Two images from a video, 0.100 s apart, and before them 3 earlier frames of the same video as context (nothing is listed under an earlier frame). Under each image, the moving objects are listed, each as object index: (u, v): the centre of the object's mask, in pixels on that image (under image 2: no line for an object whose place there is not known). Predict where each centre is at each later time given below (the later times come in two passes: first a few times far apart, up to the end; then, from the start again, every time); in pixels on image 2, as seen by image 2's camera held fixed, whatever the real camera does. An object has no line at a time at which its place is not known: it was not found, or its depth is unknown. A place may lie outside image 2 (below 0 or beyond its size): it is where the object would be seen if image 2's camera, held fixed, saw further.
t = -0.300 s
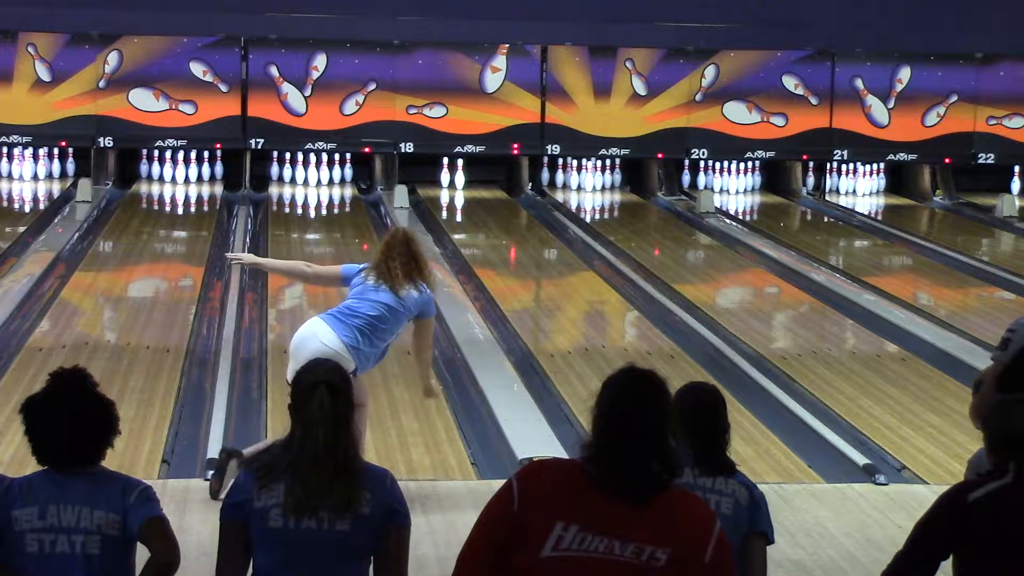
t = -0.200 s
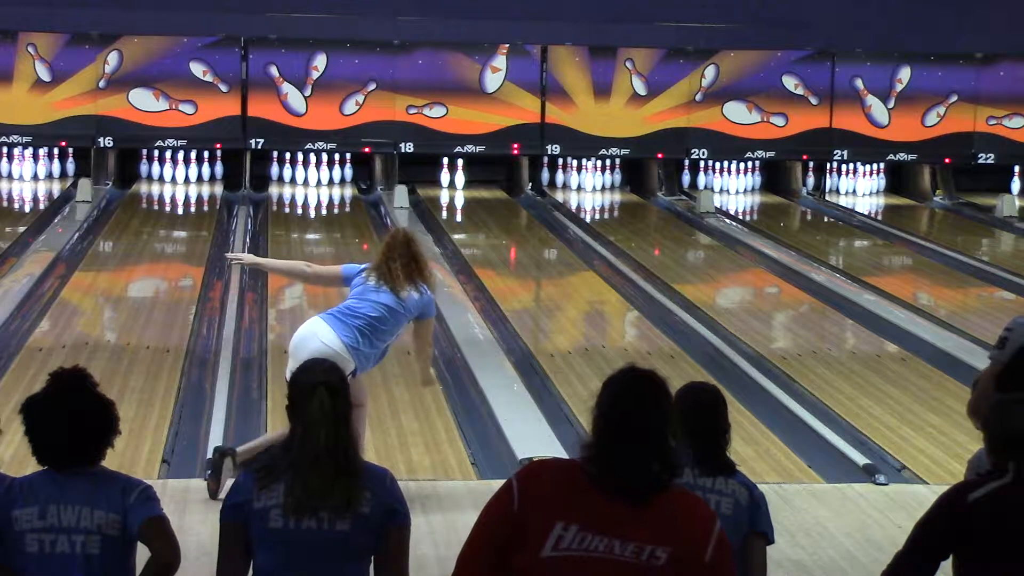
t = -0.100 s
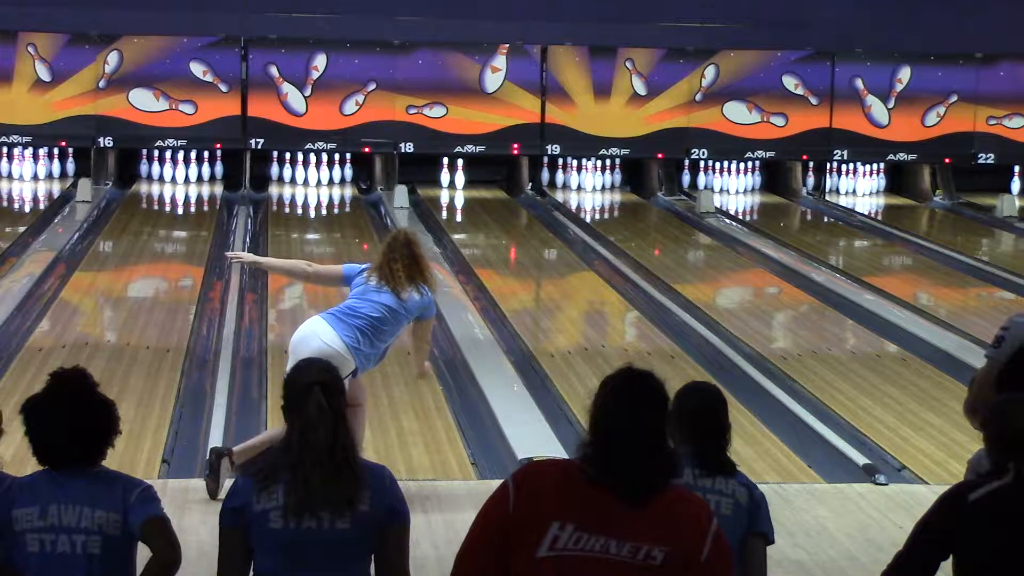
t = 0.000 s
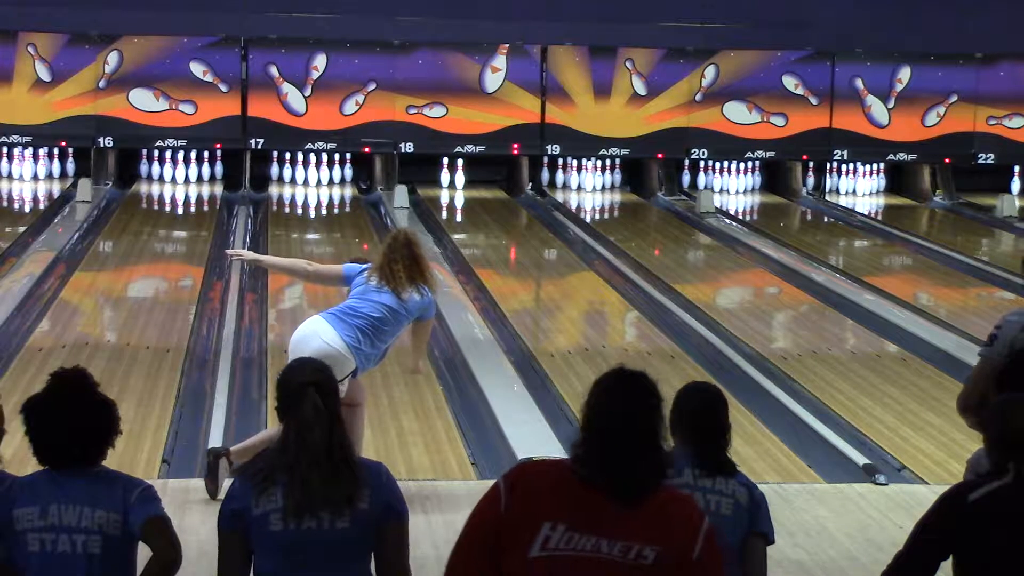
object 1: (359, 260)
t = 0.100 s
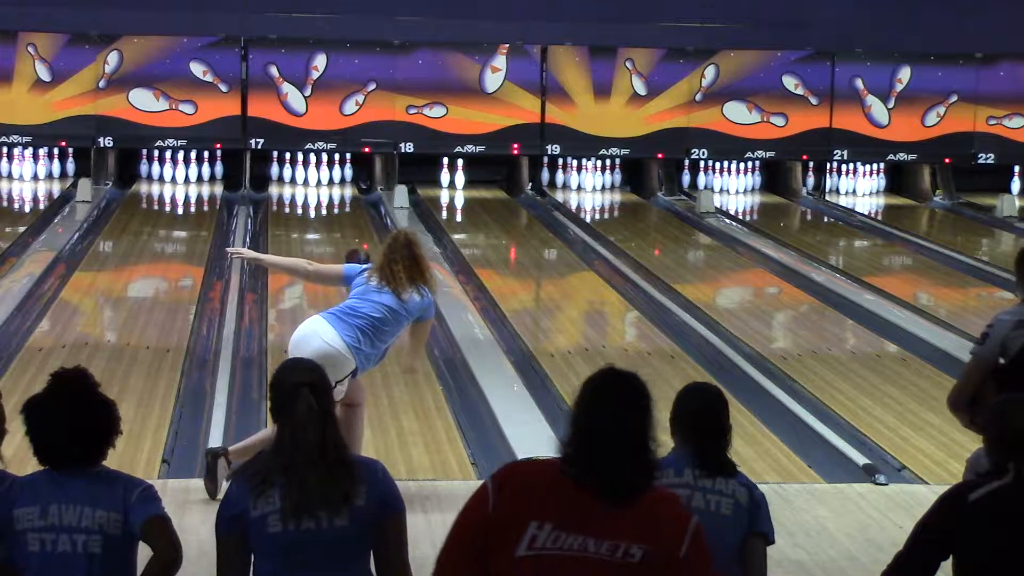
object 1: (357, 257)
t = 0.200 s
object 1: (355, 252)
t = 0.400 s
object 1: (355, 239)
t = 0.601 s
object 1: (349, 224)
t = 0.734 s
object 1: (346, 214)
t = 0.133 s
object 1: (357, 255)
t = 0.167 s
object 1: (357, 253)
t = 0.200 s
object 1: (355, 252)
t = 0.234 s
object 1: (355, 251)
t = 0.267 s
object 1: (354, 247)
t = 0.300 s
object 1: (354, 245)
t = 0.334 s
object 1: (354, 242)
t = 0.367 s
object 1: (356, 242)
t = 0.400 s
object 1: (355, 239)
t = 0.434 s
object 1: (355, 238)
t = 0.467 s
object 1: (353, 234)
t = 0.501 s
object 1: (353, 234)
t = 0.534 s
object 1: (350, 228)
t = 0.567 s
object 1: (349, 225)
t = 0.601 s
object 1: (349, 224)
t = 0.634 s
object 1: (348, 221)
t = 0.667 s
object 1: (347, 219)
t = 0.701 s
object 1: (346, 216)
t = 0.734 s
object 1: (346, 214)
